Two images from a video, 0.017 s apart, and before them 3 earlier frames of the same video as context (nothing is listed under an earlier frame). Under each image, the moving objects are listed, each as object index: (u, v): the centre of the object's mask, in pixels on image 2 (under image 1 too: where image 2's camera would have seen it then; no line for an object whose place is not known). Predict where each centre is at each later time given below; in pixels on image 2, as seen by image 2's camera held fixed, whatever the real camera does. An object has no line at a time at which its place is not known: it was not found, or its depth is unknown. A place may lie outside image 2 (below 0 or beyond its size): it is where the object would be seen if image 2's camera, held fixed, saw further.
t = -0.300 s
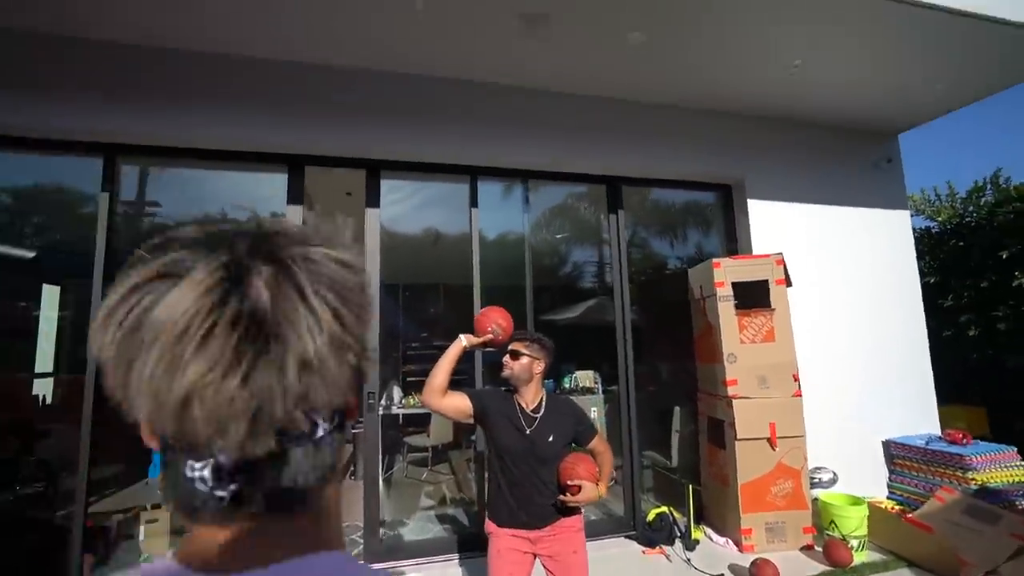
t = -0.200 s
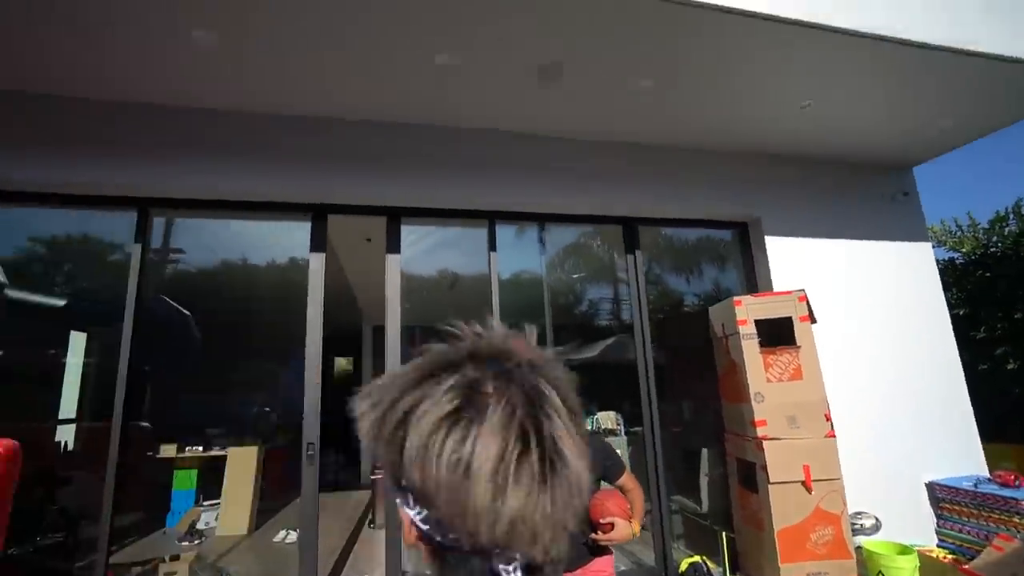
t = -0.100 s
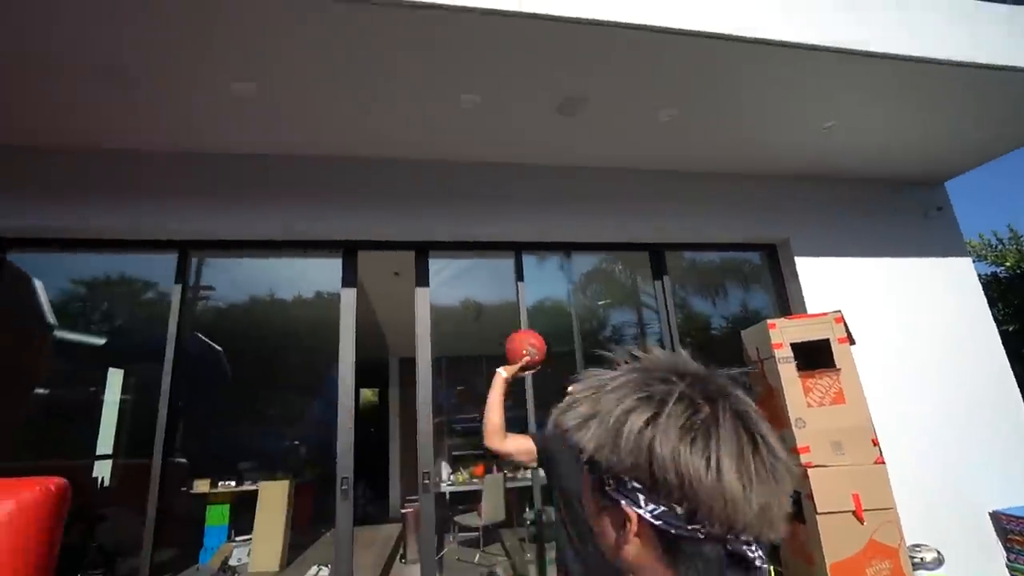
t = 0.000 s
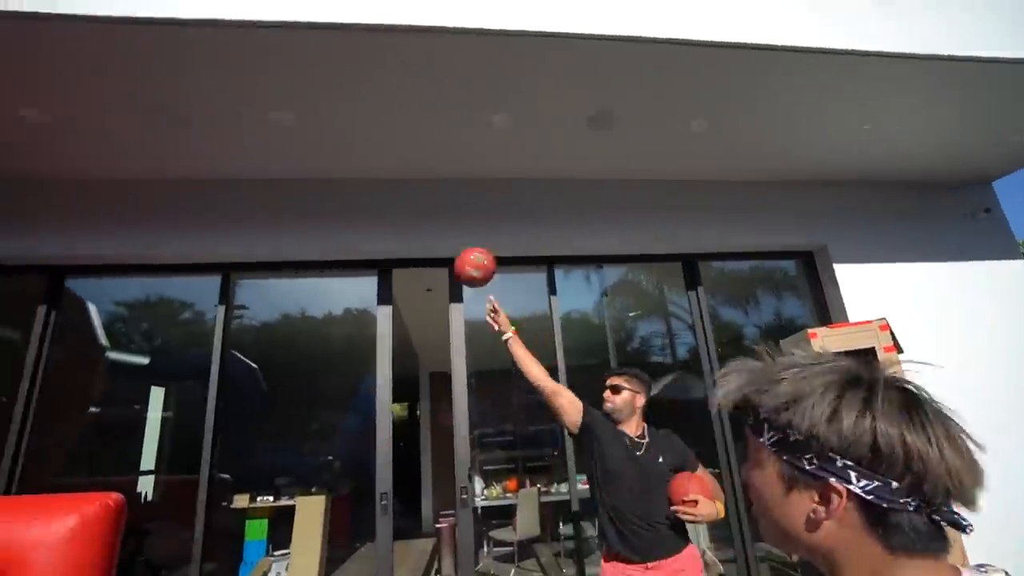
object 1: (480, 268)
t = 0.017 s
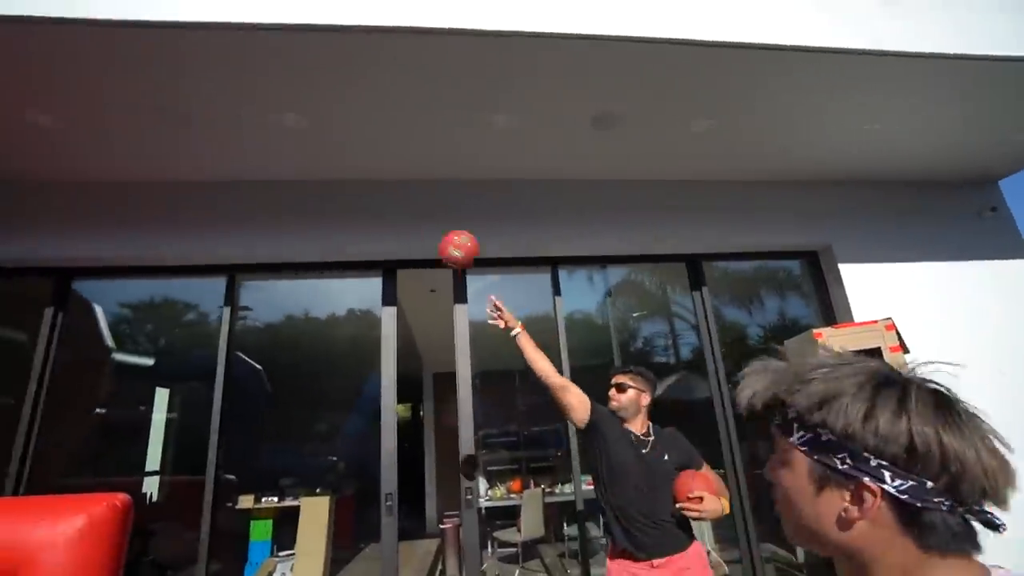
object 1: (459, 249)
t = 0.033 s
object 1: (438, 234)
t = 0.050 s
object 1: (418, 217)
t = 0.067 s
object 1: (397, 202)
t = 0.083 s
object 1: (376, 185)
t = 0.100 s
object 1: (354, 170)
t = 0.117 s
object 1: (331, 155)
